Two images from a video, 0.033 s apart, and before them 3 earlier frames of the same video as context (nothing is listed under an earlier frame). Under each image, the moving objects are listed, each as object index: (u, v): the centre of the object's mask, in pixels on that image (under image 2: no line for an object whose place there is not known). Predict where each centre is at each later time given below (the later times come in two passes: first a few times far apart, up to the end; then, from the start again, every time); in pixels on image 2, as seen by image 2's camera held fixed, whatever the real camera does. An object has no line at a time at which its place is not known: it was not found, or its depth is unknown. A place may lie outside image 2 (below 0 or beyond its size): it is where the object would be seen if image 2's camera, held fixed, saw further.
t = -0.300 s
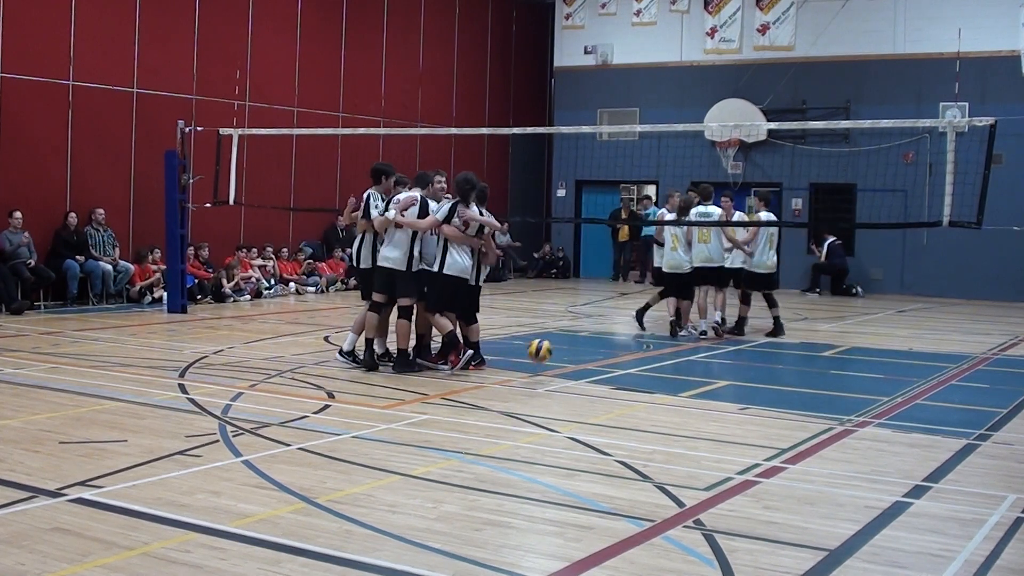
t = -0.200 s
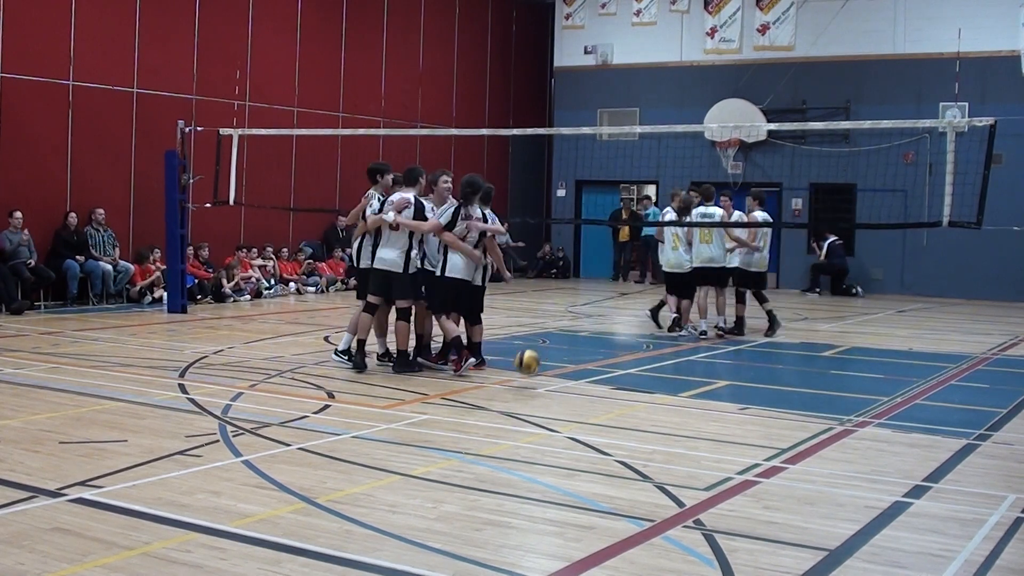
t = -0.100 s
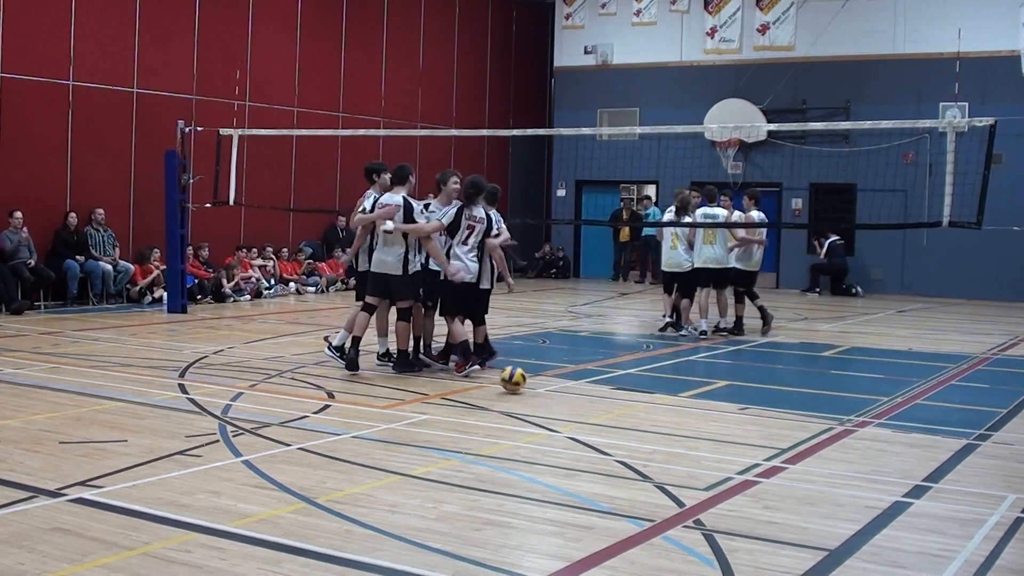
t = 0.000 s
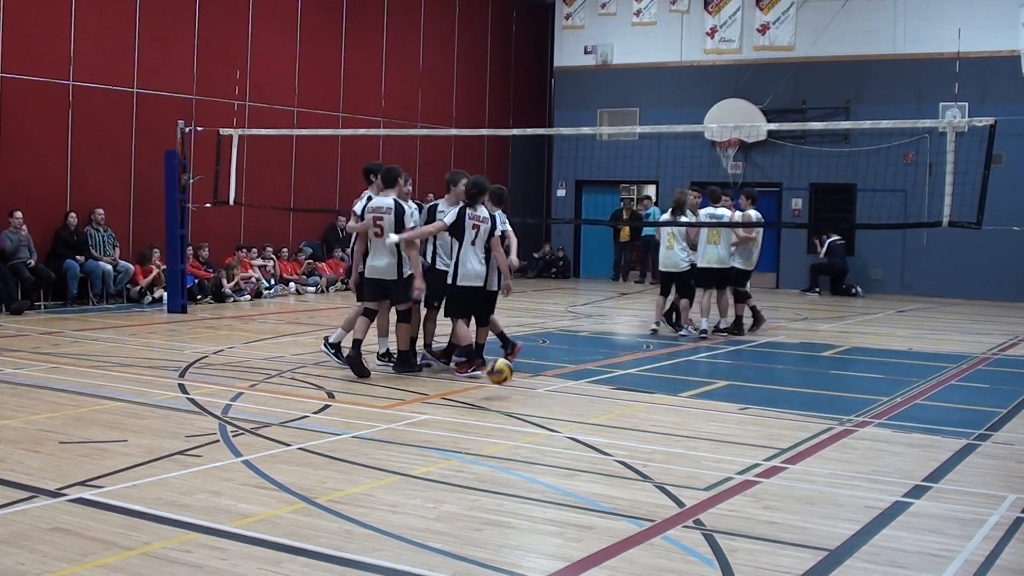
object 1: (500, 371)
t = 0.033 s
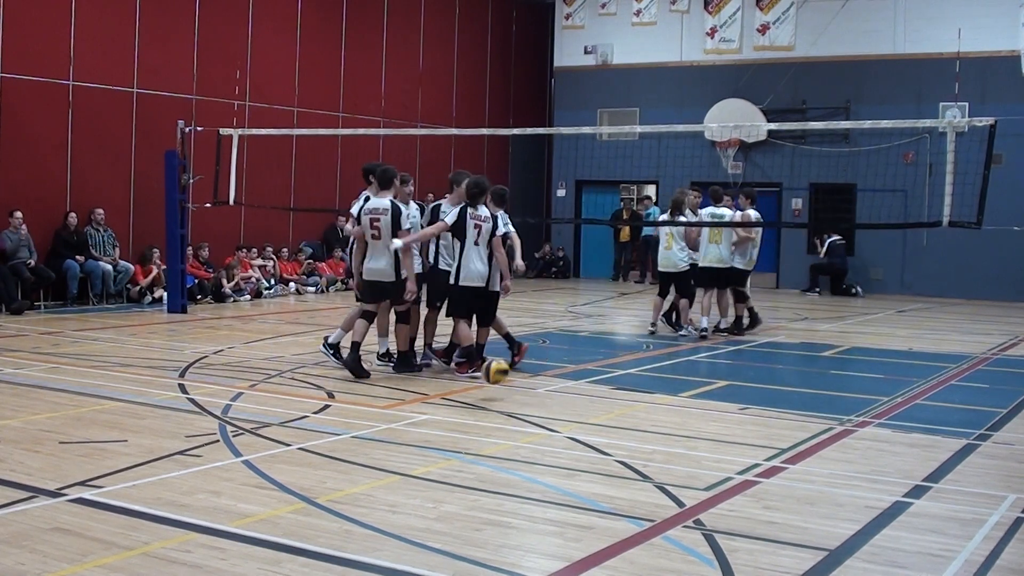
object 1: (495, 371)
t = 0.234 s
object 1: (465, 395)
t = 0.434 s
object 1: (431, 405)
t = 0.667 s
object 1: (384, 425)
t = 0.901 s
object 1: (332, 438)
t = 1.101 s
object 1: (281, 457)
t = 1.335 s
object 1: (214, 480)
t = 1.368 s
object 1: (204, 483)
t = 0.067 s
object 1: (490, 372)
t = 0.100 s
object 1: (485, 375)
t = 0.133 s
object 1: (480, 380)
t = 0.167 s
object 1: (475, 386)
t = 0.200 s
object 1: (470, 394)
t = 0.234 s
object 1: (465, 395)
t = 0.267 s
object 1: (459, 392)
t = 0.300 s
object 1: (454, 391)
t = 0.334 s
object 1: (448, 392)
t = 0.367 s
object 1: (442, 396)
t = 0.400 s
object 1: (436, 399)
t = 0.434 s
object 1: (431, 405)
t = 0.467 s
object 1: (425, 412)
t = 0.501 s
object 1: (418, 412)
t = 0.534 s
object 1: (412, 410)
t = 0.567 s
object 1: (405, 413)
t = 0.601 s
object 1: (398, 417)
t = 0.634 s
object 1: (391, 423)
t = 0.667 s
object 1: (384, 425)
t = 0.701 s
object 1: (378, 425)
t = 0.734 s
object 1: (370, 426)
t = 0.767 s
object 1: (363, 430)
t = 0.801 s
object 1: (355, 435)
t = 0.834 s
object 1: (348, 435)
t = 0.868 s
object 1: (340, 435)
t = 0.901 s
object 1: (332, 438)
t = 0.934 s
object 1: (325, 444)
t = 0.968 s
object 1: (317, 449)
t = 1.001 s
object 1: (308, 448)
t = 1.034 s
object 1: (299, 451)
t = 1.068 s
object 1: (290, 457)
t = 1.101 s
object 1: (281, 457)
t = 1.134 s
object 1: (273, 460)
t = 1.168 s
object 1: (264, 465)
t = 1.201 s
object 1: (254, 468)
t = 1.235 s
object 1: (245, 470)
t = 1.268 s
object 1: (234, 474)
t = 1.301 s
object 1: (224, 476)
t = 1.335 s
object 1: (214, 480)
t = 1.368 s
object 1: (204, 483)
